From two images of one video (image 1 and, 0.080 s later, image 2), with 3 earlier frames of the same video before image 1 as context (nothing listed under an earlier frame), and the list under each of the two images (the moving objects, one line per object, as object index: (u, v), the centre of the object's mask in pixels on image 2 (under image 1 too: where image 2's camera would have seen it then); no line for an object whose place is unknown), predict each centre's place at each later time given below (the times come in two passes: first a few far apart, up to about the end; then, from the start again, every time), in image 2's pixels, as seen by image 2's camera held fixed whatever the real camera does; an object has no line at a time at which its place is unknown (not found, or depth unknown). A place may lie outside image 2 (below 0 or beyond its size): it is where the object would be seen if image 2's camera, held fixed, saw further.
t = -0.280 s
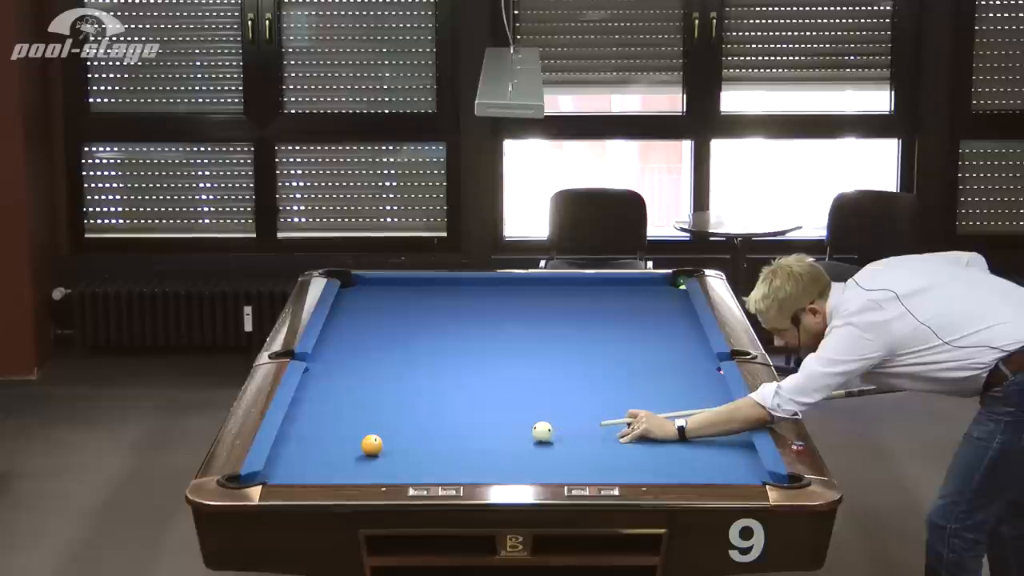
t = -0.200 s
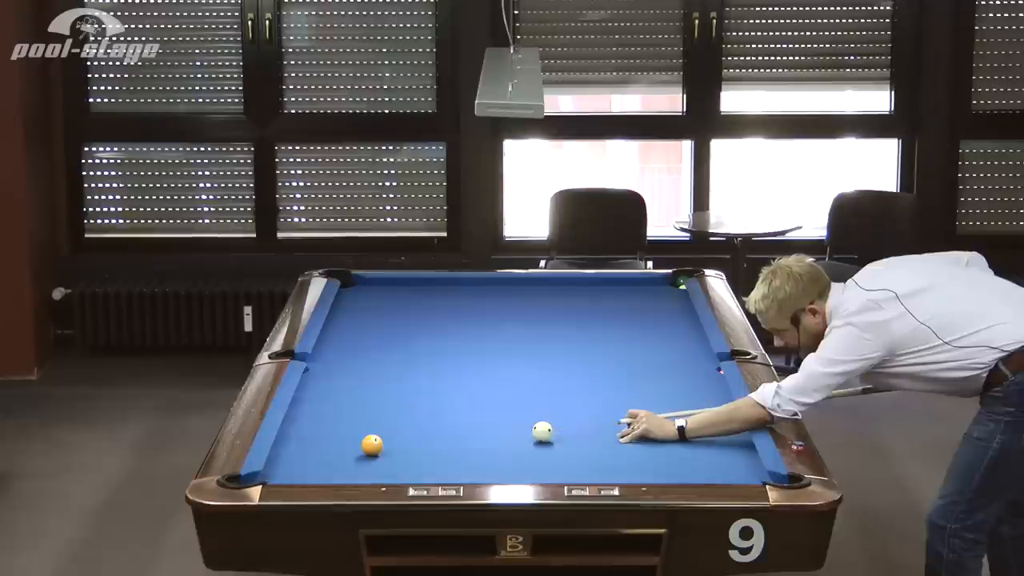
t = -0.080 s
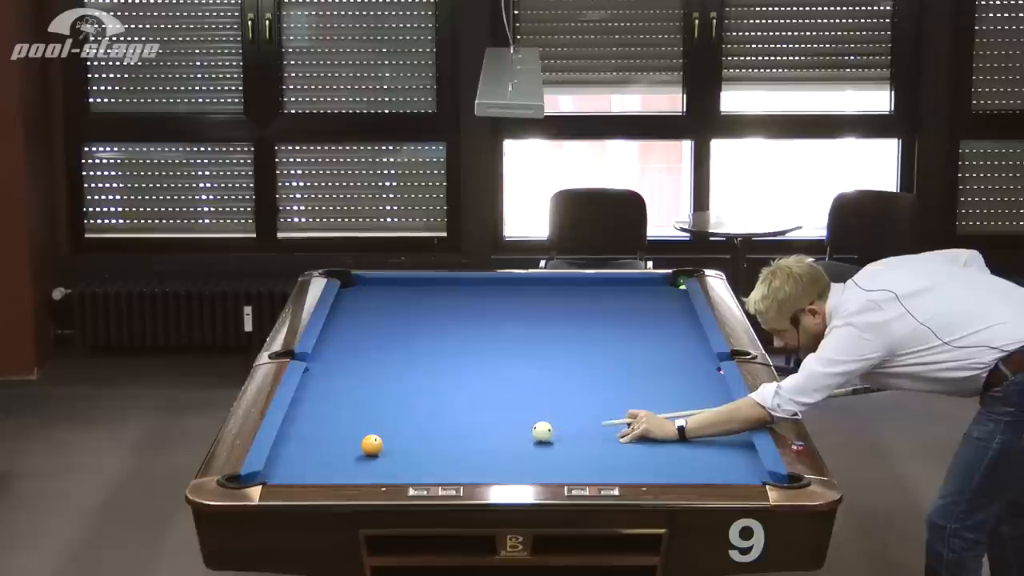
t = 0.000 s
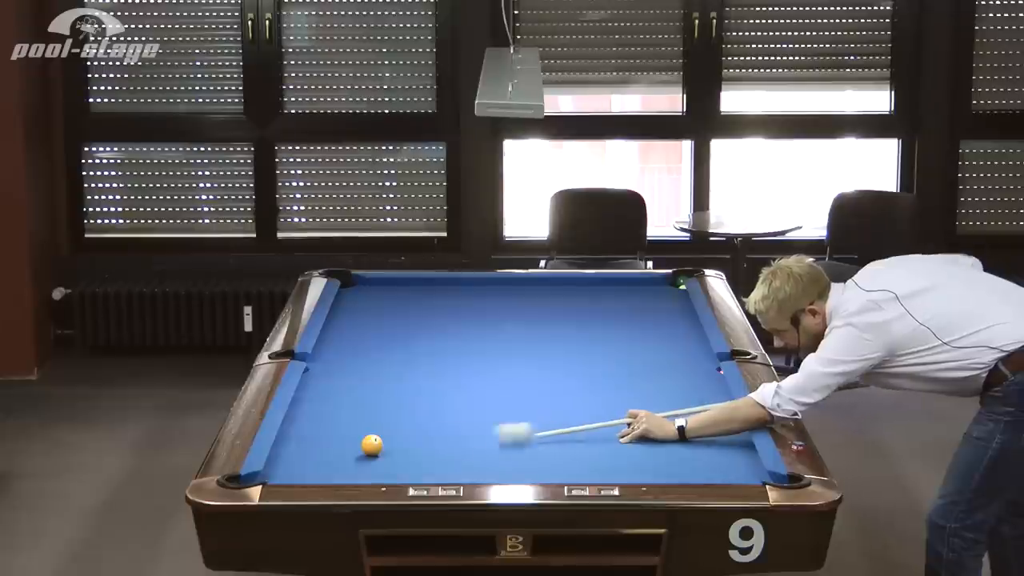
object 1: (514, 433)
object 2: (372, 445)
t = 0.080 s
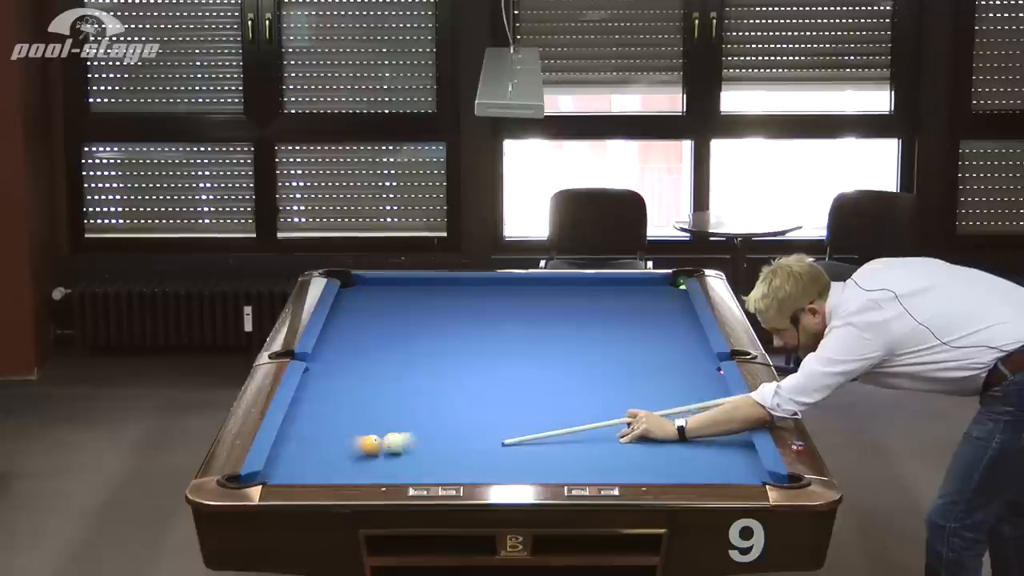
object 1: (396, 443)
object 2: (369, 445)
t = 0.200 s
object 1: (392, 443)
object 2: (327, 454)
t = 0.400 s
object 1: (393, 442)
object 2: (507, 463)
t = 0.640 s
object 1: (395, 441)
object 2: (690, 470)
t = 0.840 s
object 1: (395, 441)
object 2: (763, 477)
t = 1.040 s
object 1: (395, 441)
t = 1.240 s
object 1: (395, 441)
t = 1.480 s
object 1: (395, 441)
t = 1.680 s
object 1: (395, 441)
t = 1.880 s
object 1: (395, 441)
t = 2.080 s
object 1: (395, 441)
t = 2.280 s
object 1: (395, 441)
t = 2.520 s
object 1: (395, 441)
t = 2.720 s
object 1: (395, 441)
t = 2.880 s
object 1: (395, 441)
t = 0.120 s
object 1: (391, 443)
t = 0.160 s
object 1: (392, 443)
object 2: (287, 453)
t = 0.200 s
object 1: (392, 443)
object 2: (327, 454)
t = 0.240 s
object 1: (392, 442)
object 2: (365, 456)
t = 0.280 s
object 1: (392, 441)
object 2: (402, 458)
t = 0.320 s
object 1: (393, 442)
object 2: (439, 460)
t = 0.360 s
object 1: (393, 442)
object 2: (474, 461)
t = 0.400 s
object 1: (393, 442)
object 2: (507, 463)
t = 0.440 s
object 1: (394, 442)
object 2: (539, 464)
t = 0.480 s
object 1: (394, 441)
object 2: (571, 465)
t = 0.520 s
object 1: (394, 441)
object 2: (601, 467)
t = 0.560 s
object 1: (394, 441)
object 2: (630, 468)
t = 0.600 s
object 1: (395, 441)
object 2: (661, 468)
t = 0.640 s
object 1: (395, 441)
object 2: (690, 470)
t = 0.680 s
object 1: (395, 441)
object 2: (721, 471)
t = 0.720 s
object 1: (395, 441)
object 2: (752, 473)
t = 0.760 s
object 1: (395, 441)
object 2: (757, 476)
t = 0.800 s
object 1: (395, 441)
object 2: (755, 478)
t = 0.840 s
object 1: (395, 441)
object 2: (763, 477)
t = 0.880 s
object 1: (395, 441)
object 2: (773, 478)
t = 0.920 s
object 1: (395, 441)
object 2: (778, 481)
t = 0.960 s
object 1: (395, 441)
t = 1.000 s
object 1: (395, 441)
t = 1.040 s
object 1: (395, 441)
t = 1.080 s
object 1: (395, 441)
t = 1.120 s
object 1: (395, 441)
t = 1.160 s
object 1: (395, 441)
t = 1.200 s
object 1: (395, 441)
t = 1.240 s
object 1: (395, 441)
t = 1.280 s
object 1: (395, 441)
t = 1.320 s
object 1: (395, 441)
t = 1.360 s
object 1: (395, 441)
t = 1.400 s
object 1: (395, 441)
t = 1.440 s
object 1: (395, 441)
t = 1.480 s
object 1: (395, 441)
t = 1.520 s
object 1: (395, 441)
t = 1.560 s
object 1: (395, 441)
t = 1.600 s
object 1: (395, 441)
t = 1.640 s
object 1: (395, 441)
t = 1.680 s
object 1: (395, 441)
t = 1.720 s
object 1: (395, 441)
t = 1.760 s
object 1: (395, 441)
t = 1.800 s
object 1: (395, 441)
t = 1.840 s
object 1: (395, 441)
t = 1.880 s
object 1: (395, 441)
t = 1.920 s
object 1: (395, 441)
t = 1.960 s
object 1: (395, 441)
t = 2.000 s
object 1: (395, 441)
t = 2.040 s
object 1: (395, 441)
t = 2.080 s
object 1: (395, 441)
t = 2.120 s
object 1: (395, 441)
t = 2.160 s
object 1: (395, 441)
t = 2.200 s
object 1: (395, 441)
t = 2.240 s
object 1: (395, 441)
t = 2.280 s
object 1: (395, 441)
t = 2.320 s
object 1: (395, 441)
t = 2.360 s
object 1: (395, 441)
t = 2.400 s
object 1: (395, 441)
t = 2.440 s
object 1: (395, 441)
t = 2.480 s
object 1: (395, 441)
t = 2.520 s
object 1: (395, 441)
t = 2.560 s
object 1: (395, 441)
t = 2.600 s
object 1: (395, 441)
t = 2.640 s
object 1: (395, 441)
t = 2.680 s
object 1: (395, 441)
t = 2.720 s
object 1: (395, 441)
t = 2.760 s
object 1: (395, 441)
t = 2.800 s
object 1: (395, 441)
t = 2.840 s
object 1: (395, 441)
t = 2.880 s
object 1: (395, 441)
